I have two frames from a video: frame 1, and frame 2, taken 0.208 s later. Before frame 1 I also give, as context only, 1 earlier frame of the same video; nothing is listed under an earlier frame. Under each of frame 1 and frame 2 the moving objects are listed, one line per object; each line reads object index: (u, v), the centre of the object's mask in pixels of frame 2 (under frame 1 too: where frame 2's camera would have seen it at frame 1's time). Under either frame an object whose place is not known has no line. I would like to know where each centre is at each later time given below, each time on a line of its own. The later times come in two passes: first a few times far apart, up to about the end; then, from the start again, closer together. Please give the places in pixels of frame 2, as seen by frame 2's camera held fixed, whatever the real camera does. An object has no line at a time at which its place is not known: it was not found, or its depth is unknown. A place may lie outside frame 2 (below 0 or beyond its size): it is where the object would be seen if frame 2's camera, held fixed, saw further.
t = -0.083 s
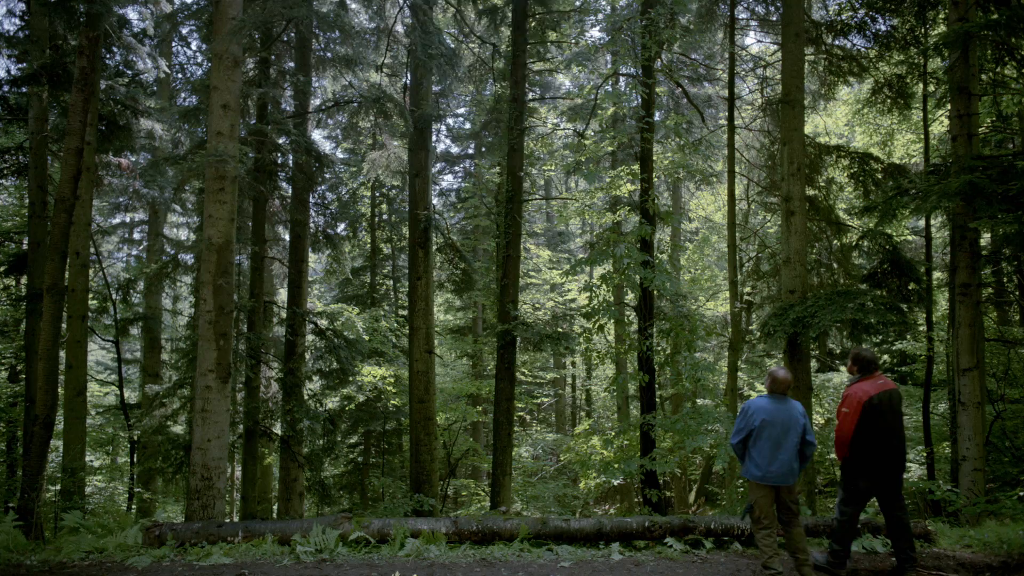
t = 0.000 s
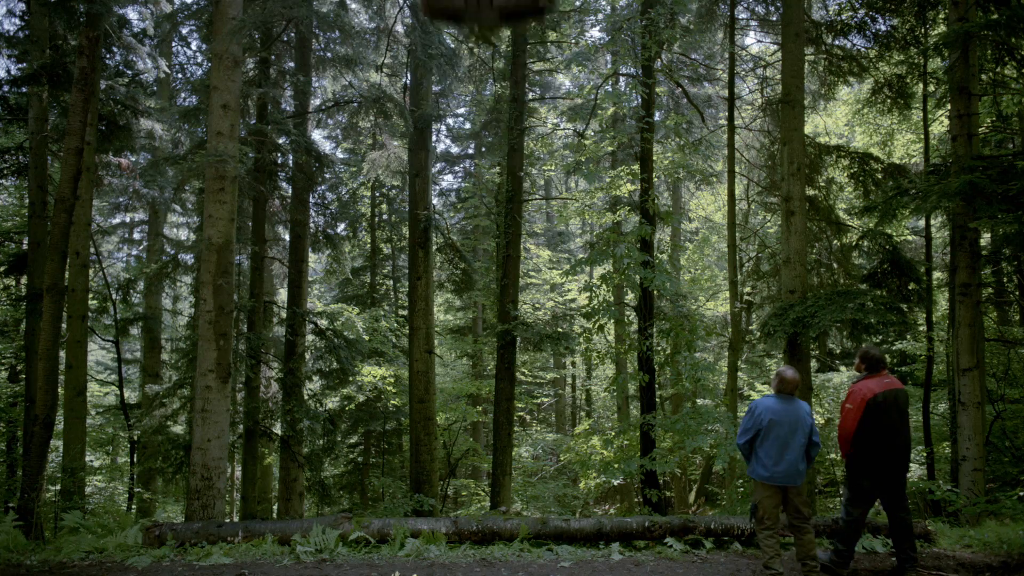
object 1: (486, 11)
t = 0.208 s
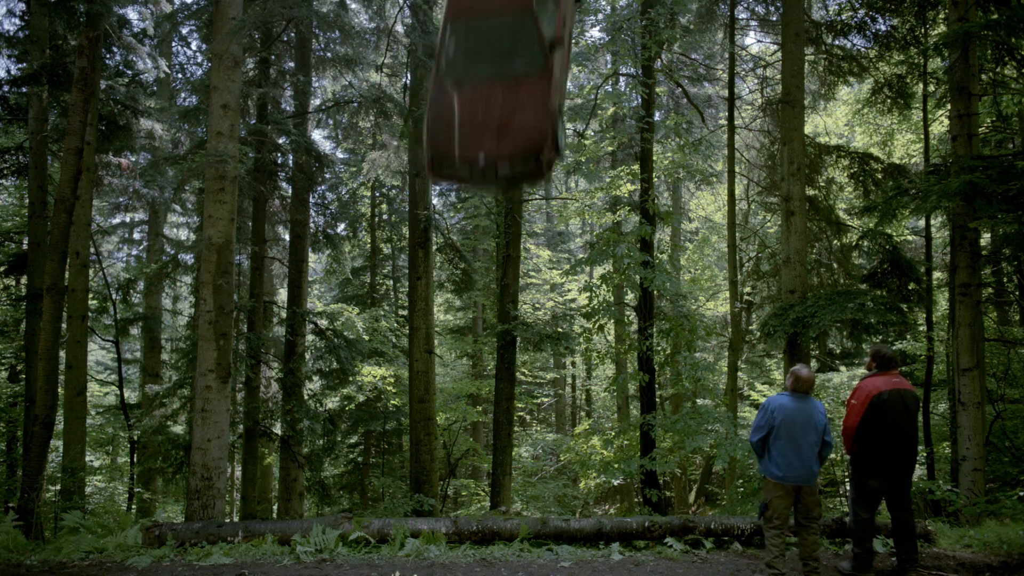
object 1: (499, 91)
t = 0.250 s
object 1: (502, 109)
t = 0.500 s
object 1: (506, 307)
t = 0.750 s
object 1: (503, 372)
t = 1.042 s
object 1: (494, 370)
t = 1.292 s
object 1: (493, 368)
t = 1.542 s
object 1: (493, 367)
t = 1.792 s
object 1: (494, 366)
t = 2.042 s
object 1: (493, 365)
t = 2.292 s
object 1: (488, 365)
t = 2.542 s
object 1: (481, 366)
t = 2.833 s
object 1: (471, 369)
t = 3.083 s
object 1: (463, 375)
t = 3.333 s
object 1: (453, 389)
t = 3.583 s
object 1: (438, 414)
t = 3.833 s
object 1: (418, 454)
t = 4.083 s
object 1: (410, 474)
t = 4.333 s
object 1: (411, 474)
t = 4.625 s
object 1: (411, 465)
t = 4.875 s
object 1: (413, 466)
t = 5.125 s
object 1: (414, 466)
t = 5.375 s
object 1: (413, 466)
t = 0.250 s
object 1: (502, 109)
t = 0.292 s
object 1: (504, 128)
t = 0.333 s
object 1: (504, 147)
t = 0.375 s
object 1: (506, 199)
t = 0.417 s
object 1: (506, 234)
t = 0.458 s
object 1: (506, 269)
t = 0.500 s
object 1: (506, 307)
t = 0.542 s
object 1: (506, 344)
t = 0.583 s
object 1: (506, 365)
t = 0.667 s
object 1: (505, 375)
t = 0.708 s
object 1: (504, 374)
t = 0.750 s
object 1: (503, 372)
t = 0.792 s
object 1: (503, 370)
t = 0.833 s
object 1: (502, 369)
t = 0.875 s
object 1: (501, 369)
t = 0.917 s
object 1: (499, 369)
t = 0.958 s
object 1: (497, 369)
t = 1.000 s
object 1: (495, 369)
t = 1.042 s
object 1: (494, 370)
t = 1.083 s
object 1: (494, 370)
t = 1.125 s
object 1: (493, 369)
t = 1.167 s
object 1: (493, 369)
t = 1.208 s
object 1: (493, 369)
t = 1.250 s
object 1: (493, 368)
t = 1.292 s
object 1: (493, 368)
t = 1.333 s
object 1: (493, 368)
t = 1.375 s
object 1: (493, 368)
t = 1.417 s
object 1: (493, 368)
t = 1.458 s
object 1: (493, 368)
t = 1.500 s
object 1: (493, 368)
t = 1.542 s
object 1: (493, 367)
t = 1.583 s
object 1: (493, 367)
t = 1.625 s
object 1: (494, 367)
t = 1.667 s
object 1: (494, 367)
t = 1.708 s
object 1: (494, 367)
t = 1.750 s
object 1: (494, 367)
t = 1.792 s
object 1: (494, 366)
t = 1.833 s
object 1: (494, 366)
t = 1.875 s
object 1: (494, 366)
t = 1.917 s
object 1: (494, 366)
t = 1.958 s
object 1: (494, 366)
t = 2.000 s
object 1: (493, 366)
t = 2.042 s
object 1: (493, 365)
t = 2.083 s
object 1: (492, 365)
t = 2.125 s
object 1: (492, 365)
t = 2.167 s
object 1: (491, 365)
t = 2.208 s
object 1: (490, 365)
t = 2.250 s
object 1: (489, 366)
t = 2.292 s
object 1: (488, 365)
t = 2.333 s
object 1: (487, 366)
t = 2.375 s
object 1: (486, 365)
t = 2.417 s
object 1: (485, 366)
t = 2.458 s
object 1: (484, 366)
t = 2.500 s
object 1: (482, 366)
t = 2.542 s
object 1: (481, 366)
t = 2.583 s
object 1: (480, 366)
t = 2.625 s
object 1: (478, 367)
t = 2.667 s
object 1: (477, 367)
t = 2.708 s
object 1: (475, 367)
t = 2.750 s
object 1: (474, 368)
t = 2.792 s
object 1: (473, 369)
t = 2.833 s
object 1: (471, 369)
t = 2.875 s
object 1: (470, 370)
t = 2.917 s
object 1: (468, 371)
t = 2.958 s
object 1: (467, 372)
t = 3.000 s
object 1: (466, 372)
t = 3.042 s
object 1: (464, 374)
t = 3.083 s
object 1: (463, 375)
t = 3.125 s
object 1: (461, 377)
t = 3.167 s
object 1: (460, 379)
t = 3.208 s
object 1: (458, 381)
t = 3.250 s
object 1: (456, 383)
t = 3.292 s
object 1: (455, 385)
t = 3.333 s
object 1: (453, 389)
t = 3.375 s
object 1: (451, 392)
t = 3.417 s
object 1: (448, 395)
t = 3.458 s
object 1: (446, 399)
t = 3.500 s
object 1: (443, 404)
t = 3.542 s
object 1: (441, 408)
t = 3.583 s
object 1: (438, 414)
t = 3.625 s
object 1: (435, 419)
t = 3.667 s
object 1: (432, 425)
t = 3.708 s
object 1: (428, 431)
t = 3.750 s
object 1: (425, 438)
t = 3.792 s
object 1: (421, 446)
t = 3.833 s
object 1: (418, 454)
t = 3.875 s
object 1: (415, 461)
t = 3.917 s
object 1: (412, 467)
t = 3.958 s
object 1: (410, 471)
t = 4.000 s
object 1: (410, 473)
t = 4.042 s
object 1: (410, 473)
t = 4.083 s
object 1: (410, 474)
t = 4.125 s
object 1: (410, 474)
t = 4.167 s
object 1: (411, 474)
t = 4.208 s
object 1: (411, 475)
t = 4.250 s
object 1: (411, 475)
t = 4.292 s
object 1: (411, 475)
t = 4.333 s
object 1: (411, 474)
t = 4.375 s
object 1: (411, 473)
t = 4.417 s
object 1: (411, 472)
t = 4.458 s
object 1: (411, 471)
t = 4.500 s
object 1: (411, 470)
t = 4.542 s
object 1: (411, 469)
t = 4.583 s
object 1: (411, 467)
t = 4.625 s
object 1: (411, 465)
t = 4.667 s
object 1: (412, 464)
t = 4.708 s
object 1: (412, 464)
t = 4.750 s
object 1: (413, 465)
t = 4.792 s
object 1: (413, 465)
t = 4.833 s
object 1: (413, 466)
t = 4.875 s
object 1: (413, 466)
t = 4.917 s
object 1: (414, 467)
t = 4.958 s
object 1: (414, 467)
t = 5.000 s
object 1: (414, 467)
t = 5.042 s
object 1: (414, 467)
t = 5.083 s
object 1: (414, 466)
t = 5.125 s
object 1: (414, 466)
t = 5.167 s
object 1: (414, 466)
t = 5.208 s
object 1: (414, 466)
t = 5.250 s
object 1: (413, 466)
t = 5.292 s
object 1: (413, 465)
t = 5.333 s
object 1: (413, 465)
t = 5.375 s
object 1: (413, 466)
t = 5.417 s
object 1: (413, 466)
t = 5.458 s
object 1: (413, 466)
